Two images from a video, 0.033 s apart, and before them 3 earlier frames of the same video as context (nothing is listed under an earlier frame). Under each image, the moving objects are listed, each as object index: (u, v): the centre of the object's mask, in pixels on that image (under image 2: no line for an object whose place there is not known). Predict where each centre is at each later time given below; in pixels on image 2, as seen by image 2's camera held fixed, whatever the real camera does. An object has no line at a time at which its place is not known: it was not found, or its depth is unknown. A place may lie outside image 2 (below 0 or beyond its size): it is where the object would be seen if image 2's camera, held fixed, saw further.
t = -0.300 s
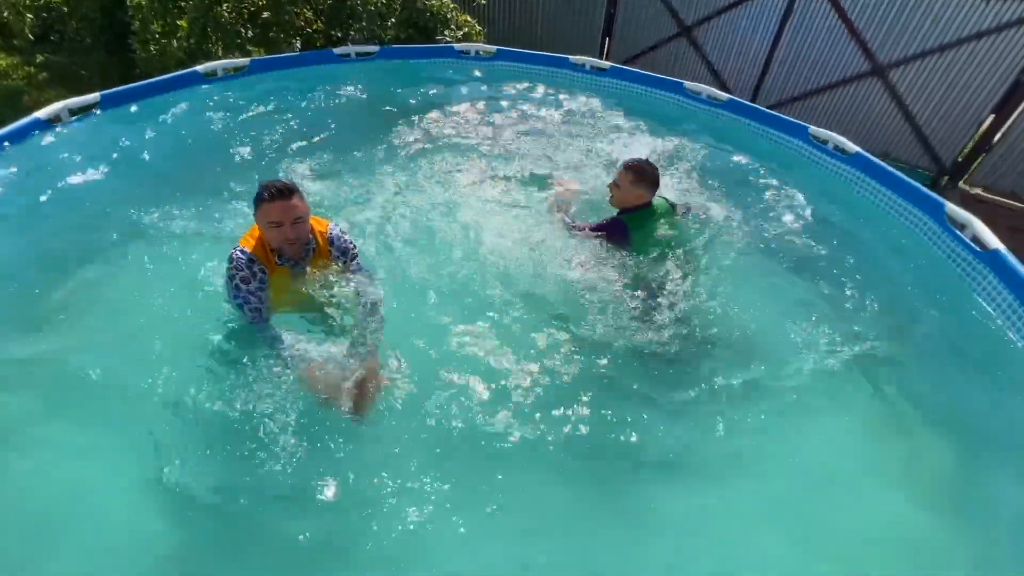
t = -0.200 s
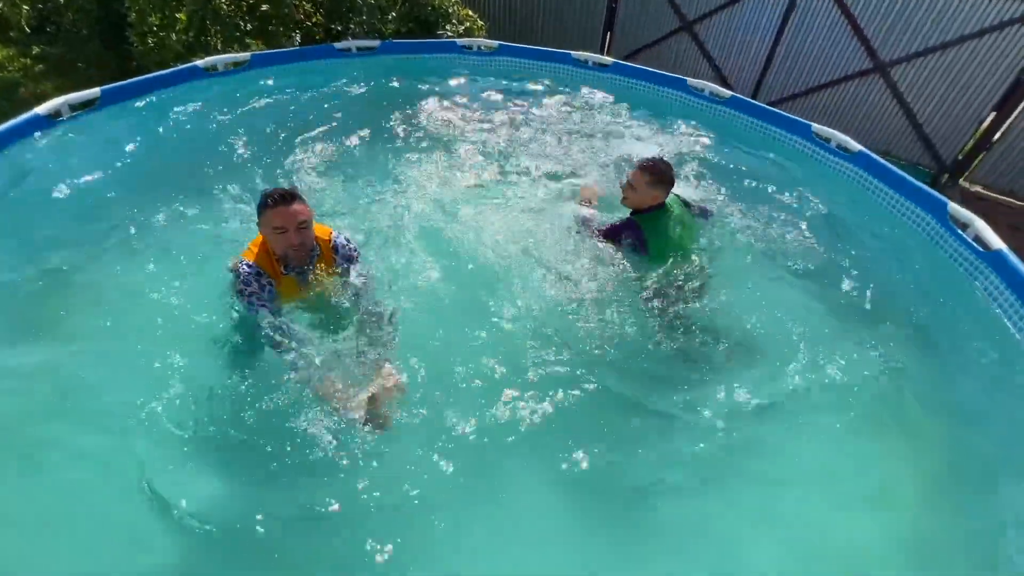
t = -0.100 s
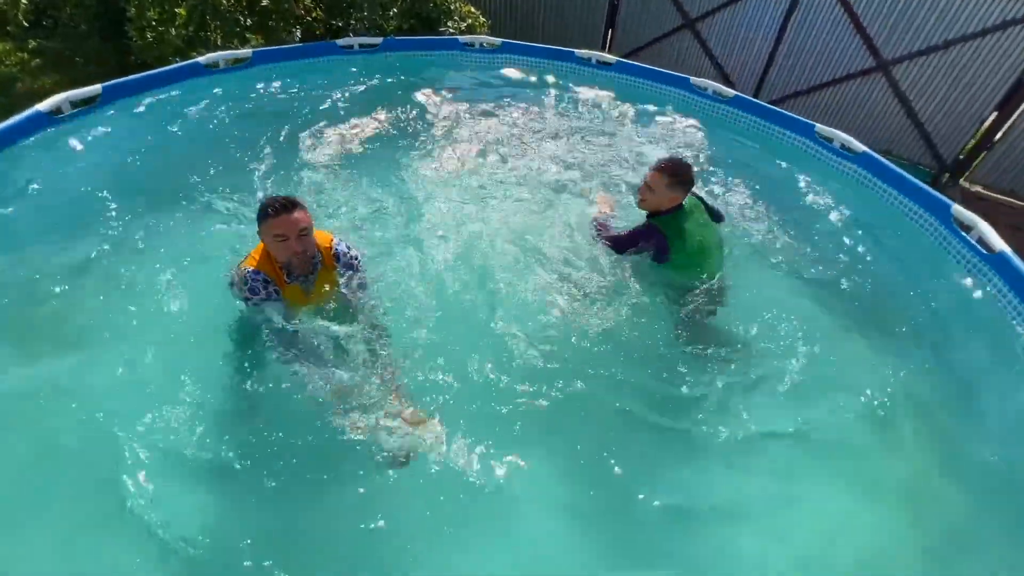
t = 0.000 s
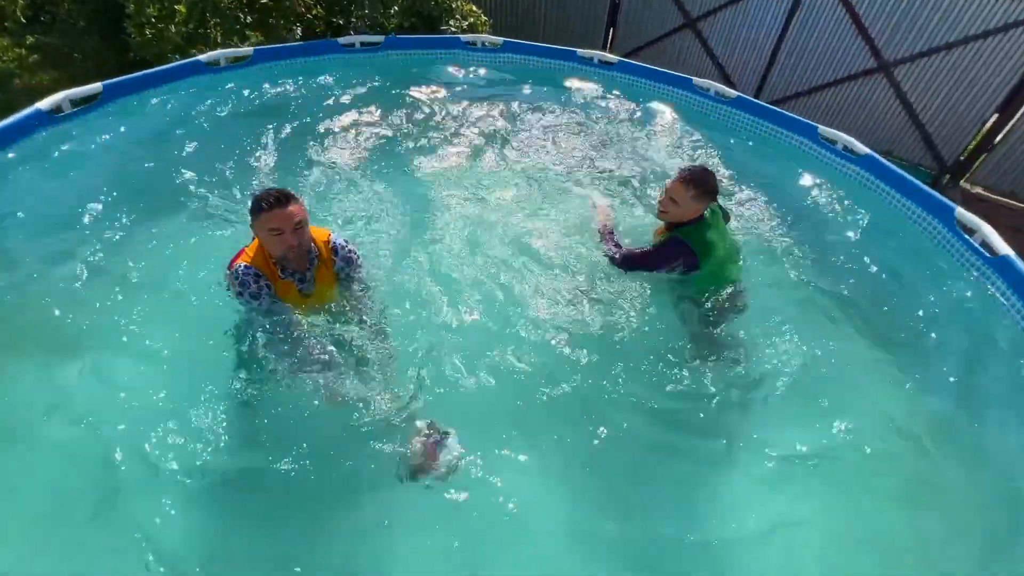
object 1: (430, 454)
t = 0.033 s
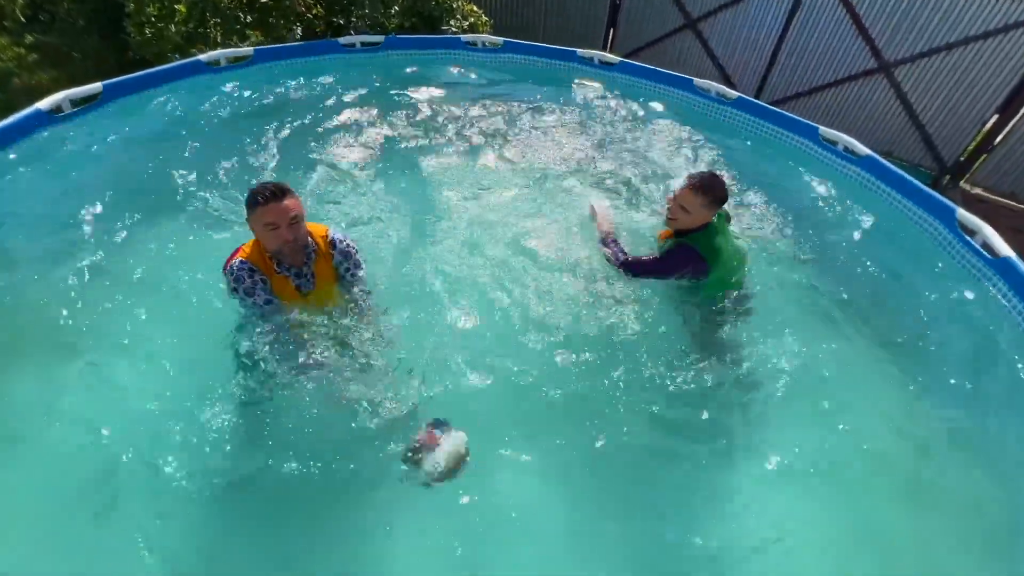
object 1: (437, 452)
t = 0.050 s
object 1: (440, 450)
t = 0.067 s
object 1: (440, 445)
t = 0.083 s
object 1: (442, 439)
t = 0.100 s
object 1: (444, 432)
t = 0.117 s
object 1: (445, 425)
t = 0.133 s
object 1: (446, 415)
